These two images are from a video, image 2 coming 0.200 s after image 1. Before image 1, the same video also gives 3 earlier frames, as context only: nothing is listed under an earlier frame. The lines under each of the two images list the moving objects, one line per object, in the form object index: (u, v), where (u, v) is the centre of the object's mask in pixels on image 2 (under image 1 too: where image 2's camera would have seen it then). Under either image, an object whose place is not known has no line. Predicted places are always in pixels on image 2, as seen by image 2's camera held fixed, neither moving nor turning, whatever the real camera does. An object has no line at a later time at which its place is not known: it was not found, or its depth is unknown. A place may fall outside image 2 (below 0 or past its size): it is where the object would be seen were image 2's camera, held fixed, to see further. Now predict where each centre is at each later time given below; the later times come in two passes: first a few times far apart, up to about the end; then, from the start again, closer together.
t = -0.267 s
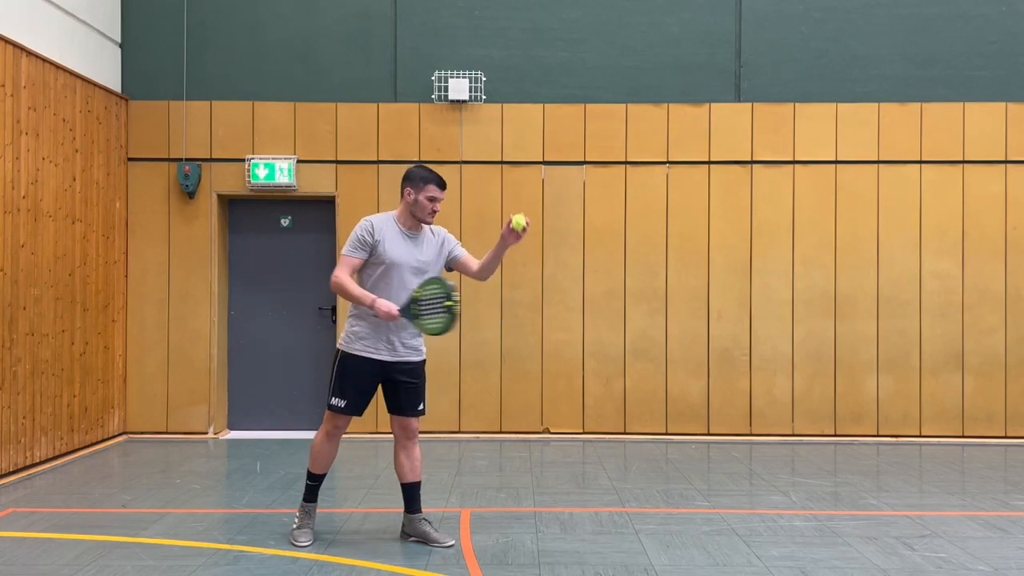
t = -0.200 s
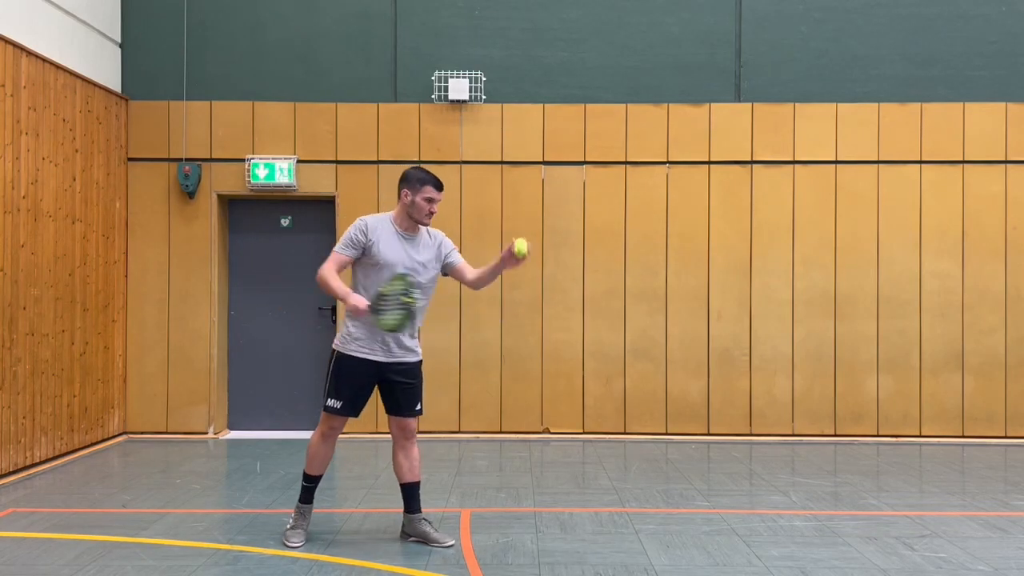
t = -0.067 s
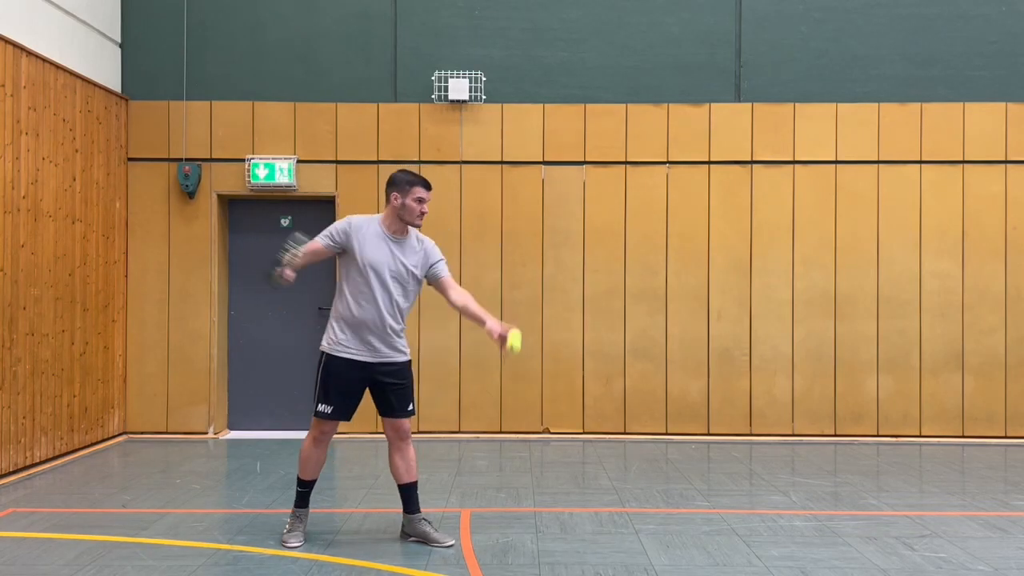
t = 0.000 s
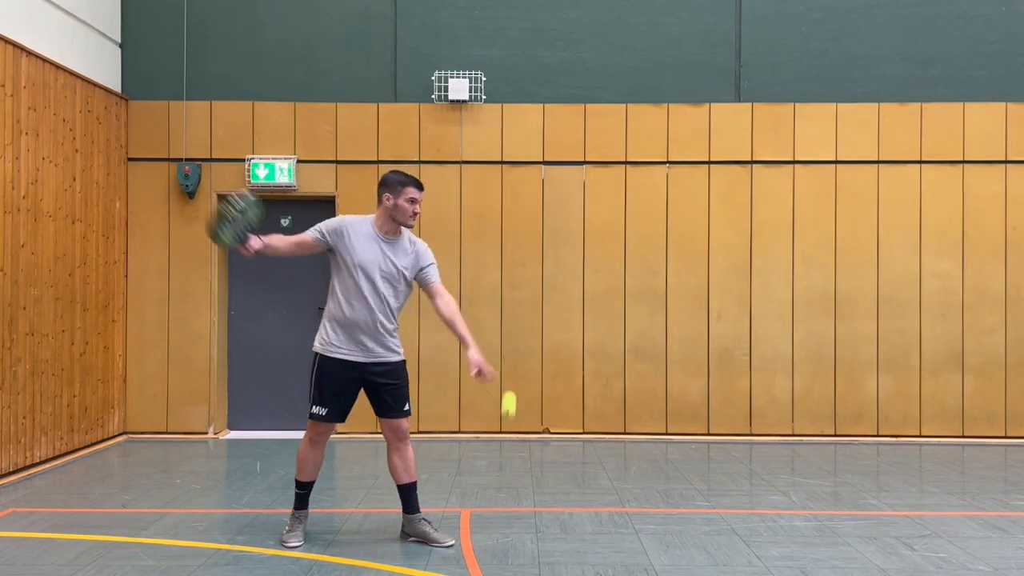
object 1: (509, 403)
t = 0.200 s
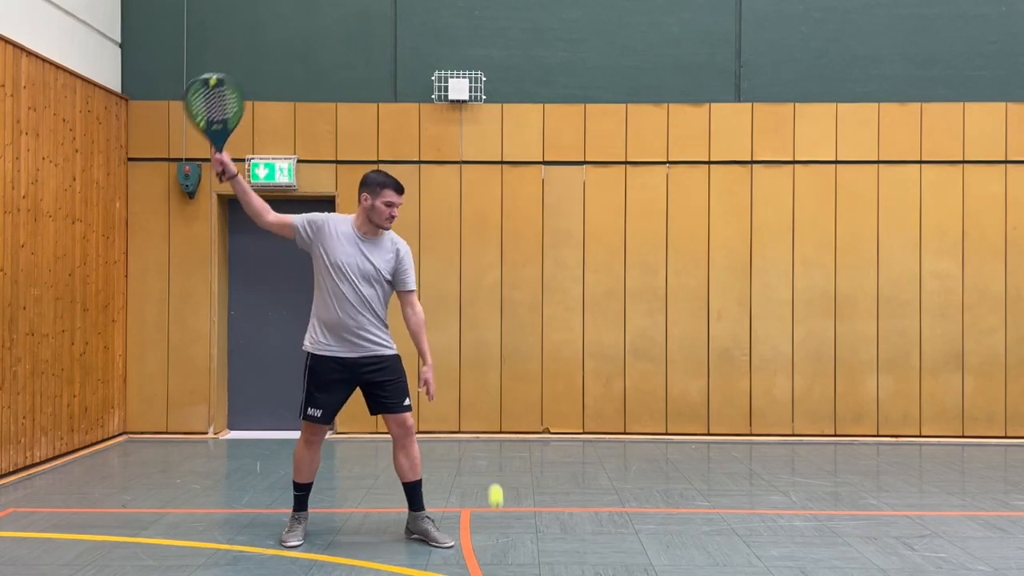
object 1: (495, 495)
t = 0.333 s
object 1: (490, 403)
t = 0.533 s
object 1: (481, 342)
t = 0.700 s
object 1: (473, 357)
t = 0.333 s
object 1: (490, 403)
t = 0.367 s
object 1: (488, 387)
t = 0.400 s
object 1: (487, 373)
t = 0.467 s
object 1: (484, 352)
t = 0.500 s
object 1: (482, 346)
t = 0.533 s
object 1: (481, 342)
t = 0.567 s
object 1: (479, 340)
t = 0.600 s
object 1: (477, 340)
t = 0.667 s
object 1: (474, 349)
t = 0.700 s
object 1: (473, 357)
